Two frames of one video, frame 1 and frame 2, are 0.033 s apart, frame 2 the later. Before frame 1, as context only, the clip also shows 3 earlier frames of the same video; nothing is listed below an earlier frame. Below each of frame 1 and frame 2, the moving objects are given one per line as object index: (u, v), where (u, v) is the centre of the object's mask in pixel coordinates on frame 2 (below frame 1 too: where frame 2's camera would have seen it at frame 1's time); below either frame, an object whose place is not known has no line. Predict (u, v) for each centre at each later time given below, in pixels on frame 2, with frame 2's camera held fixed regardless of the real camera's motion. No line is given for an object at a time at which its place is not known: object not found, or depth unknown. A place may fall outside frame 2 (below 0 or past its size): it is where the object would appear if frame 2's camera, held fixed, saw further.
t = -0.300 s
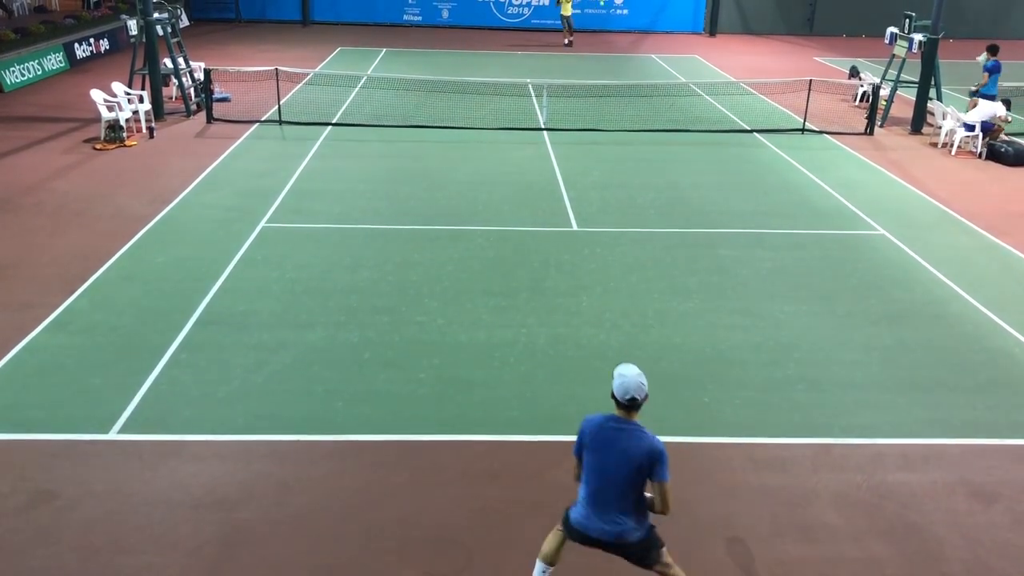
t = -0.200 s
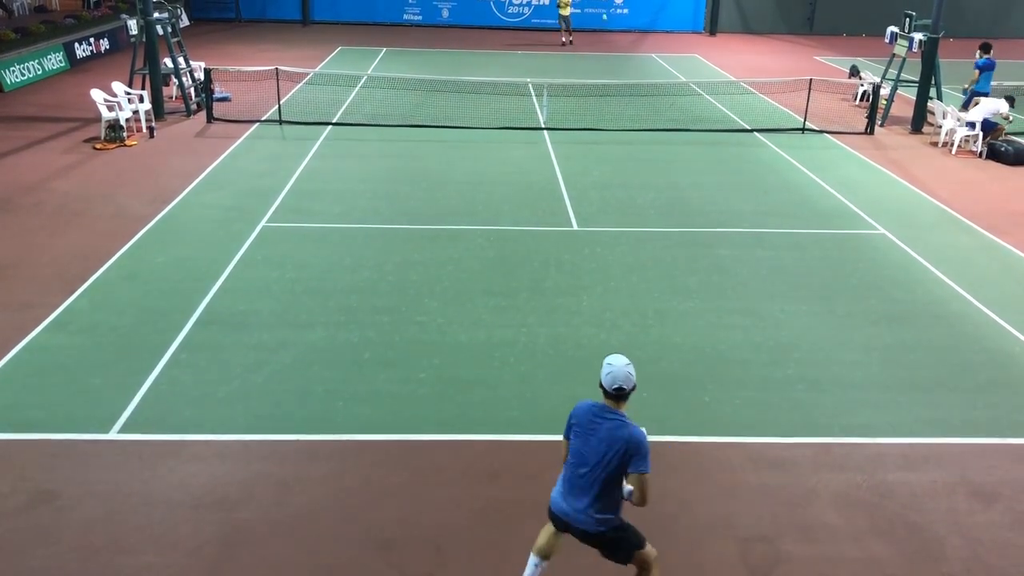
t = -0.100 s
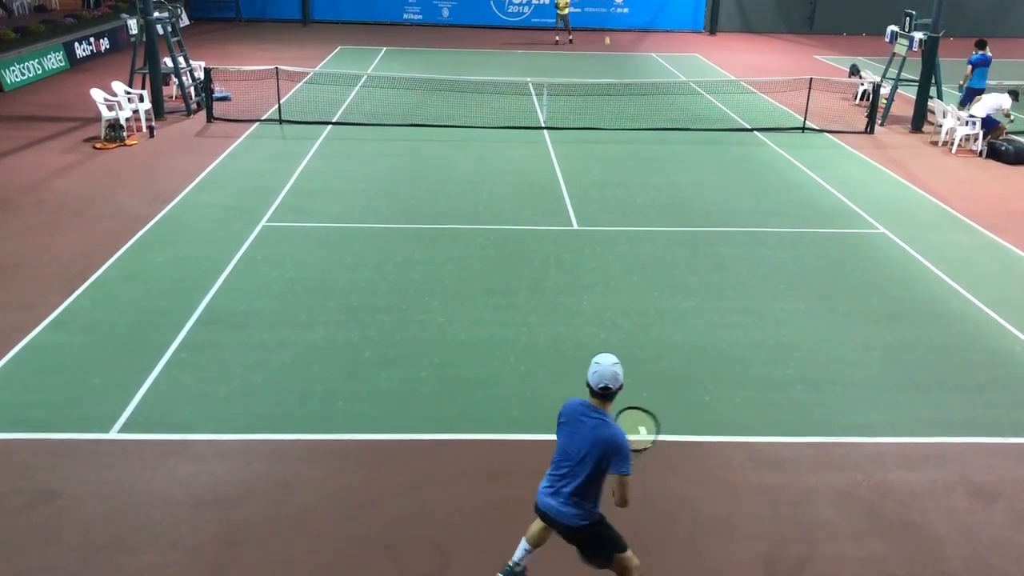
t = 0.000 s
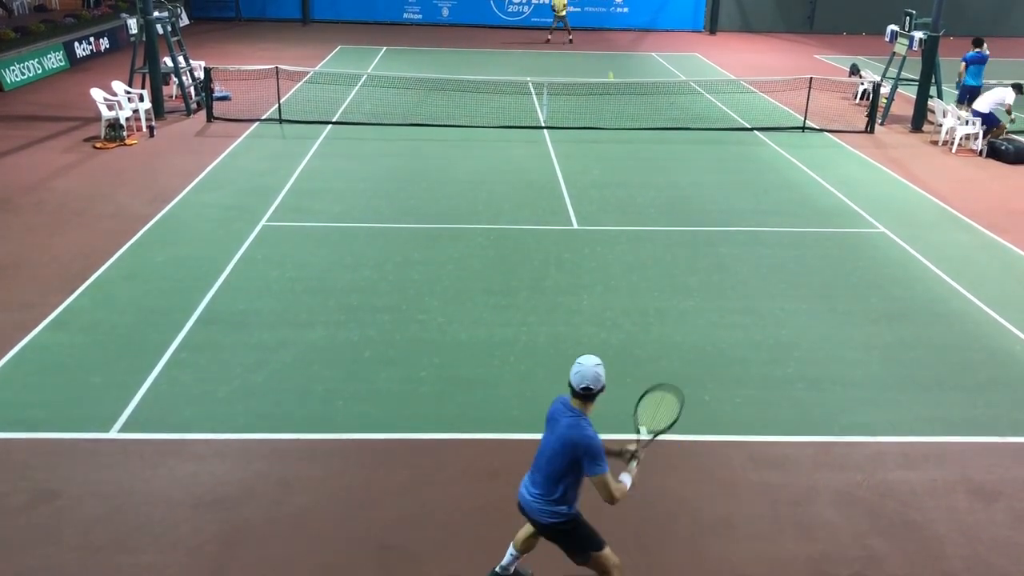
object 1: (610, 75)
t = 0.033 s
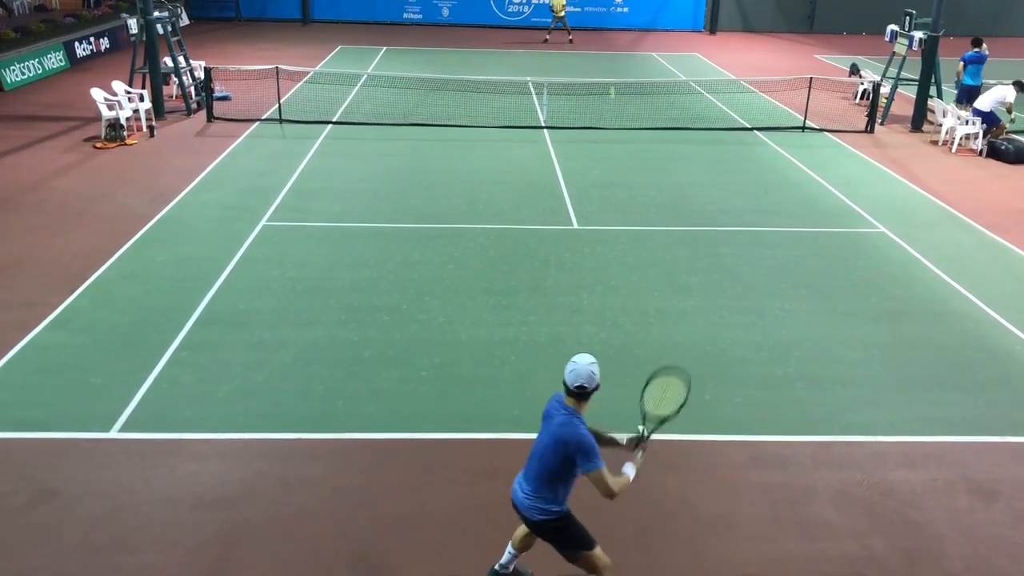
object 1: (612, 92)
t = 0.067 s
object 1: (613, 110)
